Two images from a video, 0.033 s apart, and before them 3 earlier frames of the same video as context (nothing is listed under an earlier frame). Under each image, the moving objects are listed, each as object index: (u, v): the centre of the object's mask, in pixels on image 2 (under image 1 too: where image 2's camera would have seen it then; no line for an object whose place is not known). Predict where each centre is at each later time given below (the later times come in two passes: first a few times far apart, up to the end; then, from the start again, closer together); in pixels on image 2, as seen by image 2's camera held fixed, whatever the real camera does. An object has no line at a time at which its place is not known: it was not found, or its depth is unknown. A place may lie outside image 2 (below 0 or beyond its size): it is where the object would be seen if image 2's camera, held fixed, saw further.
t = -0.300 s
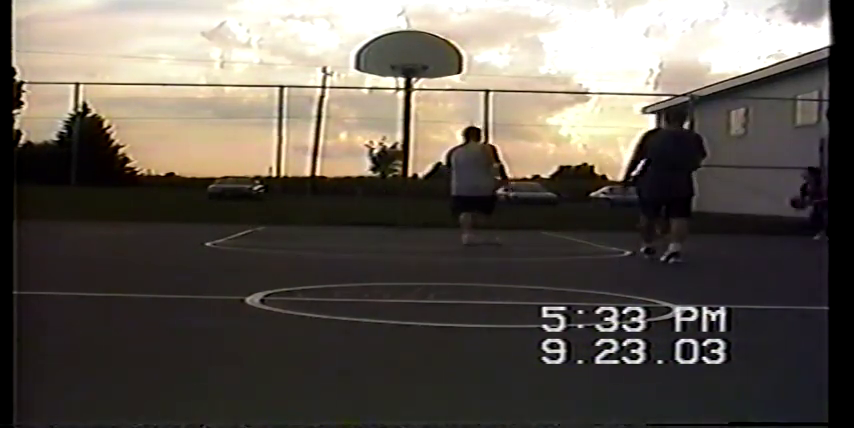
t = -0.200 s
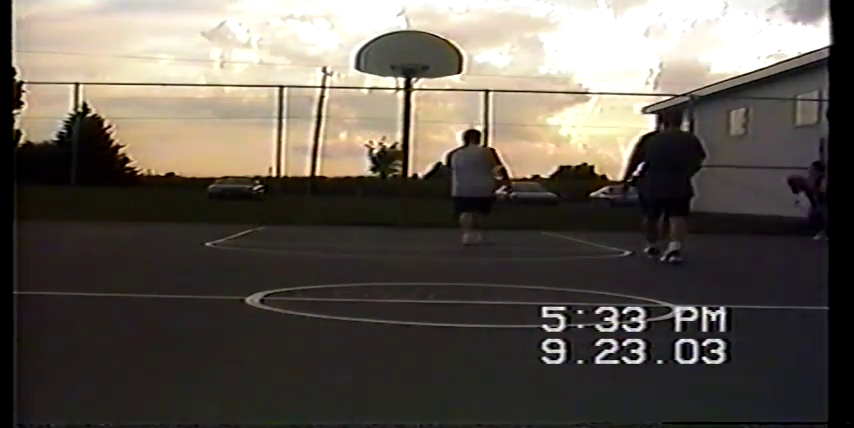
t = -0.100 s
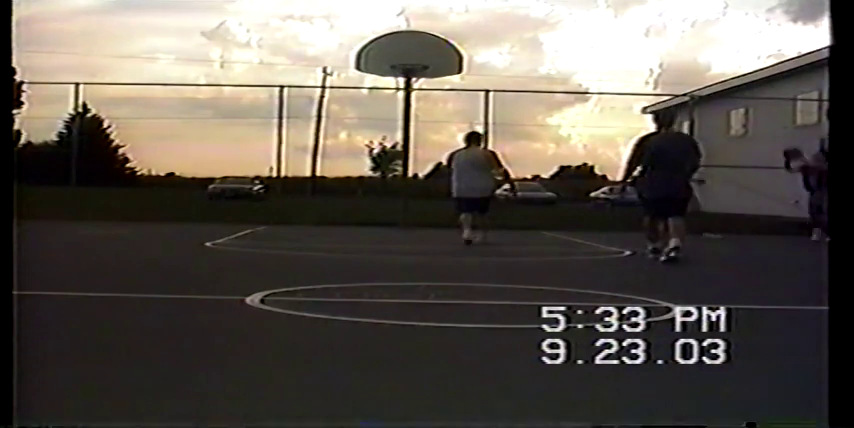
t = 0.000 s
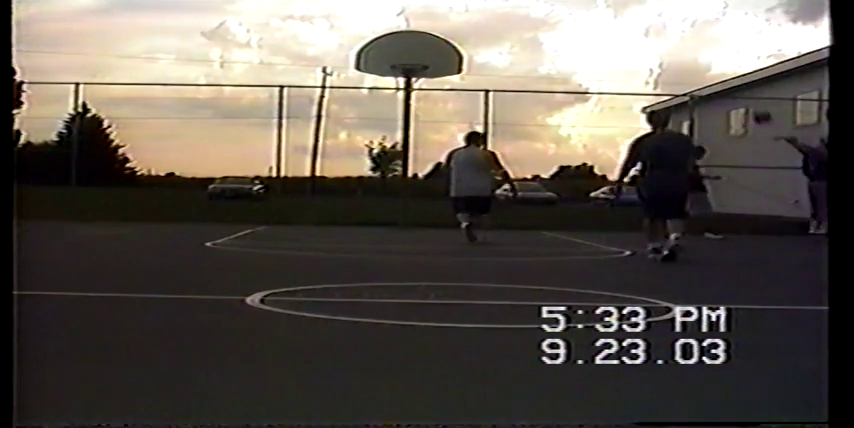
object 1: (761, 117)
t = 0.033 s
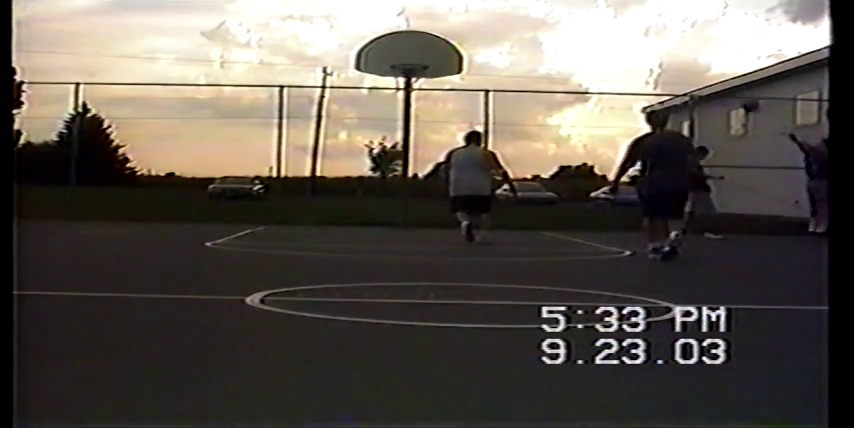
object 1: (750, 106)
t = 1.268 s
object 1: (317, 98)
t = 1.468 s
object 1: (247, 171)
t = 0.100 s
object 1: (727, 84)
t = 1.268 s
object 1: (317, 98)
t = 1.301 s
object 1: (305, 109)
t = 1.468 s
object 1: (247, 171)
